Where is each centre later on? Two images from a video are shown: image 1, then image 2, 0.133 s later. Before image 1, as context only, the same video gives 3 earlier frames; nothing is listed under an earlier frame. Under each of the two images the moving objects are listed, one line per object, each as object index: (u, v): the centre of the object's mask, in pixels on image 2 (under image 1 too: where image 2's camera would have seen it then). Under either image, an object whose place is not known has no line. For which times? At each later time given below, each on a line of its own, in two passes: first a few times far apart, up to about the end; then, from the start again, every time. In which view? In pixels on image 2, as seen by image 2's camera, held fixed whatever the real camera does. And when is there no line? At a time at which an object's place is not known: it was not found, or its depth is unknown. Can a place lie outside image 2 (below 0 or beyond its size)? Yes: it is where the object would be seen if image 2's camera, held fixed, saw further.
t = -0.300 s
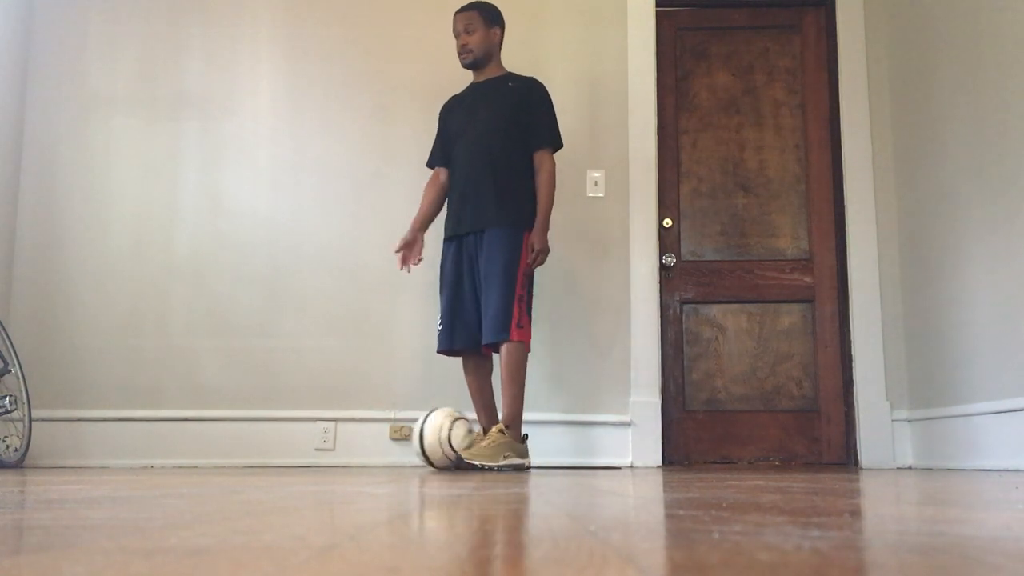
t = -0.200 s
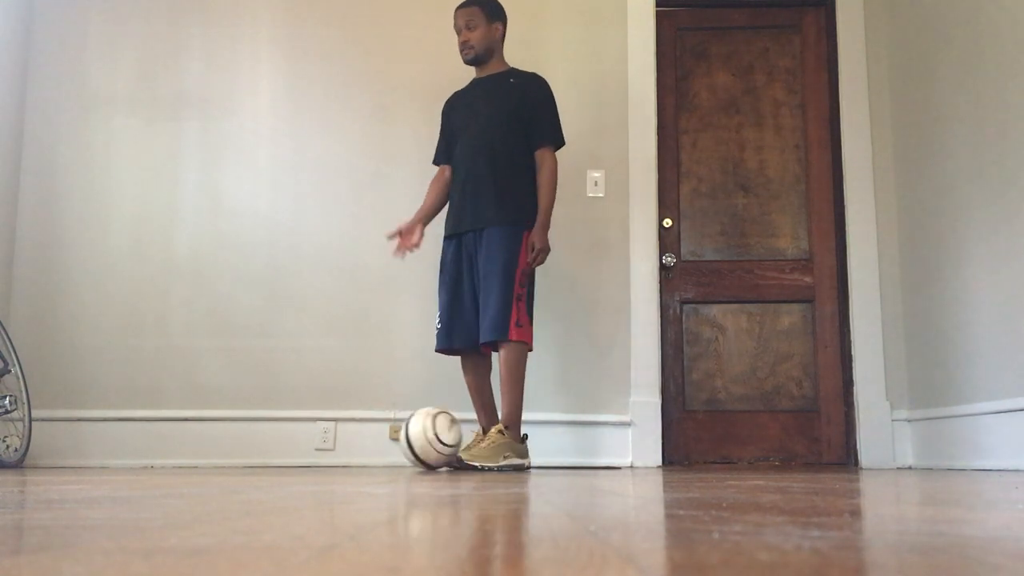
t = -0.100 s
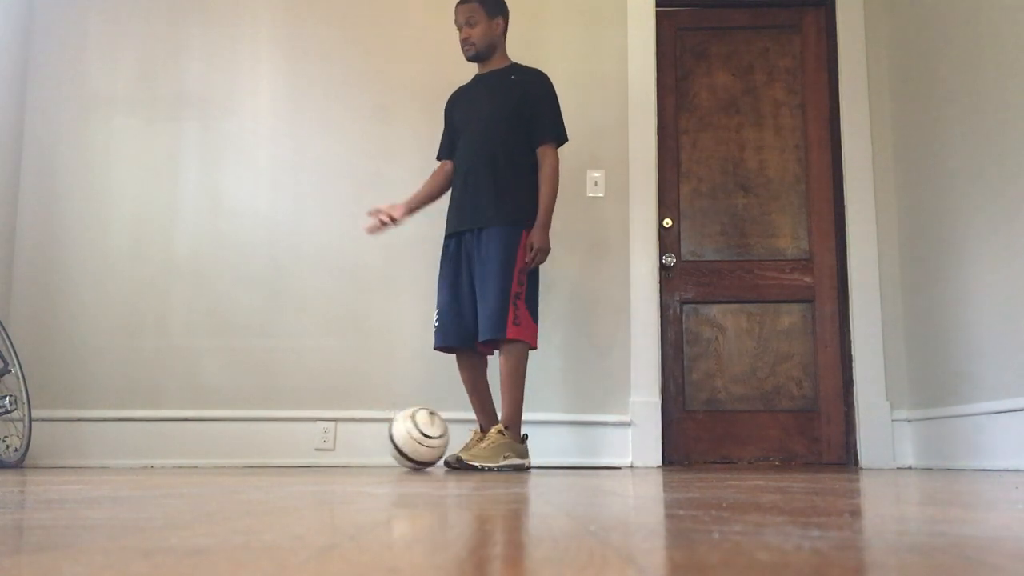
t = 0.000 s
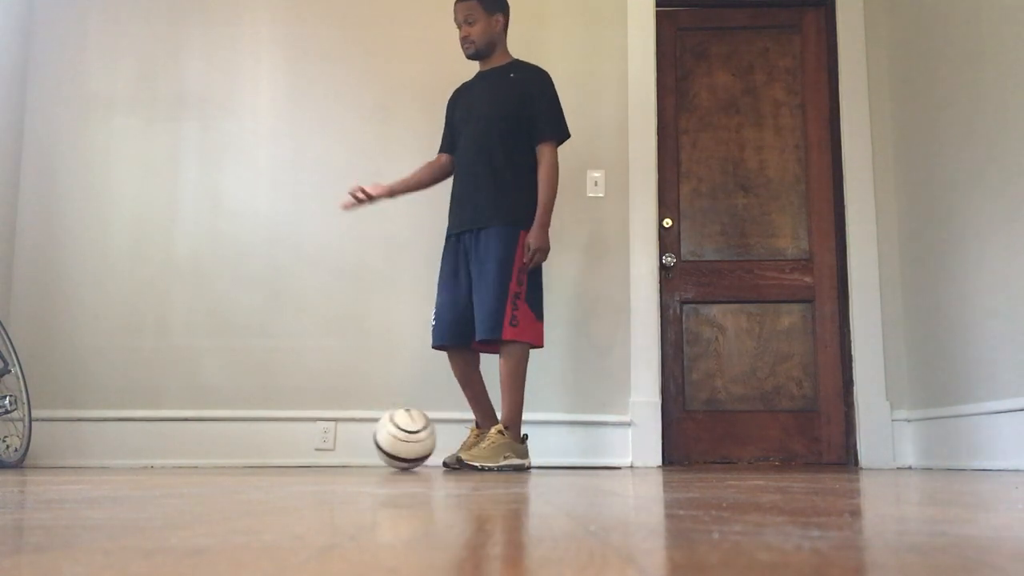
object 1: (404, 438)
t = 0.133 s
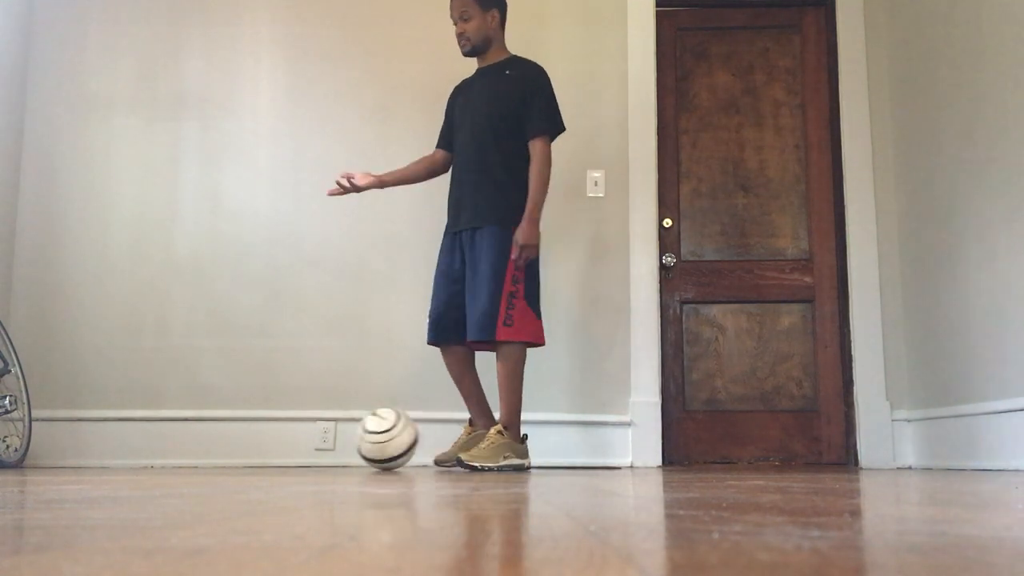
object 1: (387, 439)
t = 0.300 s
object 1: (363, 438)
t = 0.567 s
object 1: (324, 439)
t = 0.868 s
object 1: (284, 438)
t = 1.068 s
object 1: (258, 438)
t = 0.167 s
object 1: (383, 439)
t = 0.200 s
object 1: (378, 439)
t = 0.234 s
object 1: (373, 439)
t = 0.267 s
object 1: (368, 439)
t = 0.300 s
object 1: (363, 438)
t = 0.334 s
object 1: (358, 439)
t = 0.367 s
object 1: (353, 439)
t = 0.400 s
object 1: (348, 439)
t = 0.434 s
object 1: (344, 439)
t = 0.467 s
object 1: (339, 439)
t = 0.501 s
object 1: (334, 439)
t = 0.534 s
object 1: (329, 439)
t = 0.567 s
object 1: (324, 439)
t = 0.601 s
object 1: (319, 439)
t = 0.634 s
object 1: (315, 439)
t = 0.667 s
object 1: (311, 438)
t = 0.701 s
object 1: (306, 439)
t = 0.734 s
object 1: (302, 439)
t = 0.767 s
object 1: (297, 439)
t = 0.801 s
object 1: (293, 439)
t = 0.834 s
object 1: (288, 439)
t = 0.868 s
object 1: (284, 438)
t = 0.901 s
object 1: (279, 438)
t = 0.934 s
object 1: (275, 438)
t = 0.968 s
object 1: (271, 438)
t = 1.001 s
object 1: (267, 438)
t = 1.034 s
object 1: (262, 438)
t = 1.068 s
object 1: (258, 438)
